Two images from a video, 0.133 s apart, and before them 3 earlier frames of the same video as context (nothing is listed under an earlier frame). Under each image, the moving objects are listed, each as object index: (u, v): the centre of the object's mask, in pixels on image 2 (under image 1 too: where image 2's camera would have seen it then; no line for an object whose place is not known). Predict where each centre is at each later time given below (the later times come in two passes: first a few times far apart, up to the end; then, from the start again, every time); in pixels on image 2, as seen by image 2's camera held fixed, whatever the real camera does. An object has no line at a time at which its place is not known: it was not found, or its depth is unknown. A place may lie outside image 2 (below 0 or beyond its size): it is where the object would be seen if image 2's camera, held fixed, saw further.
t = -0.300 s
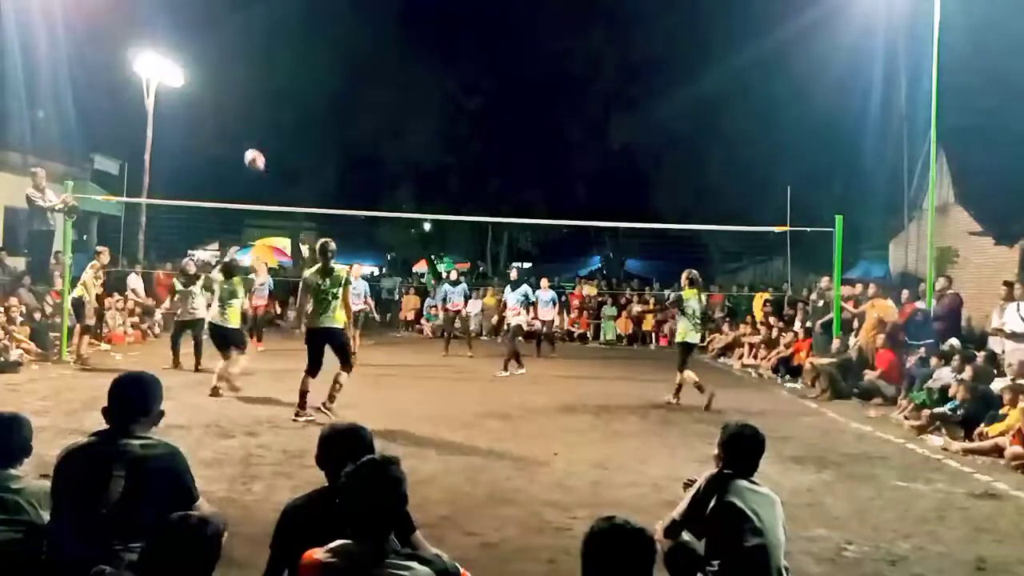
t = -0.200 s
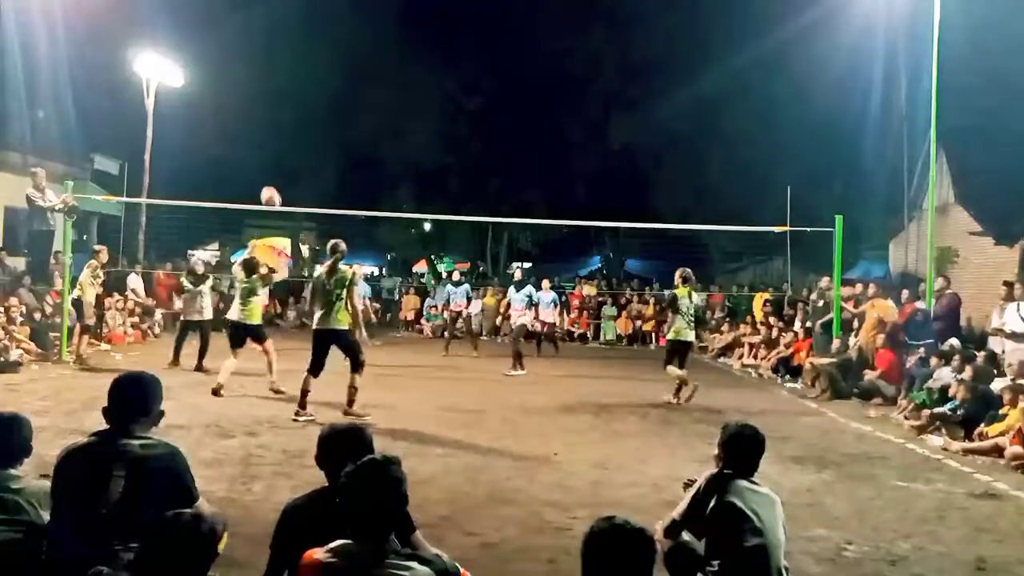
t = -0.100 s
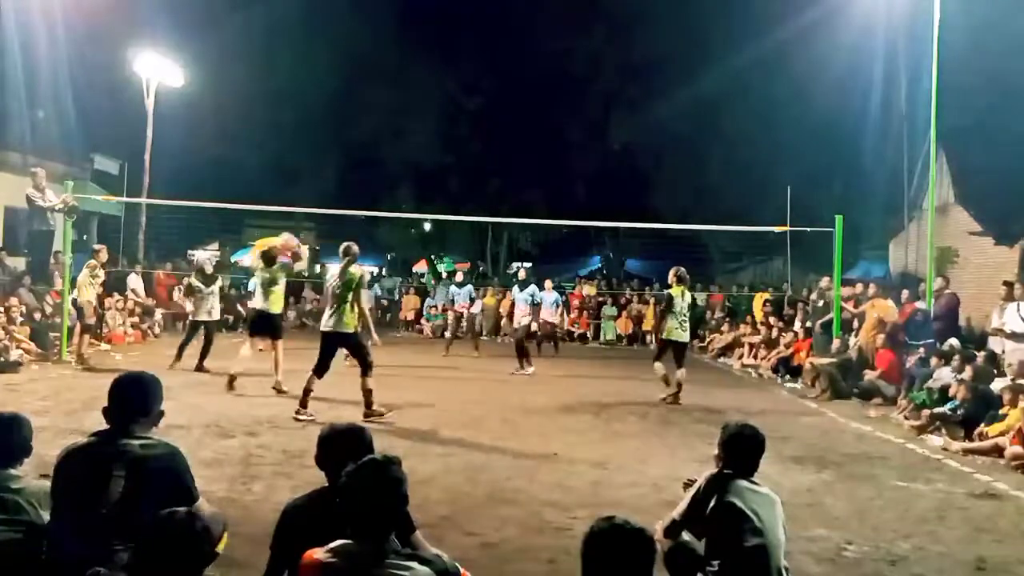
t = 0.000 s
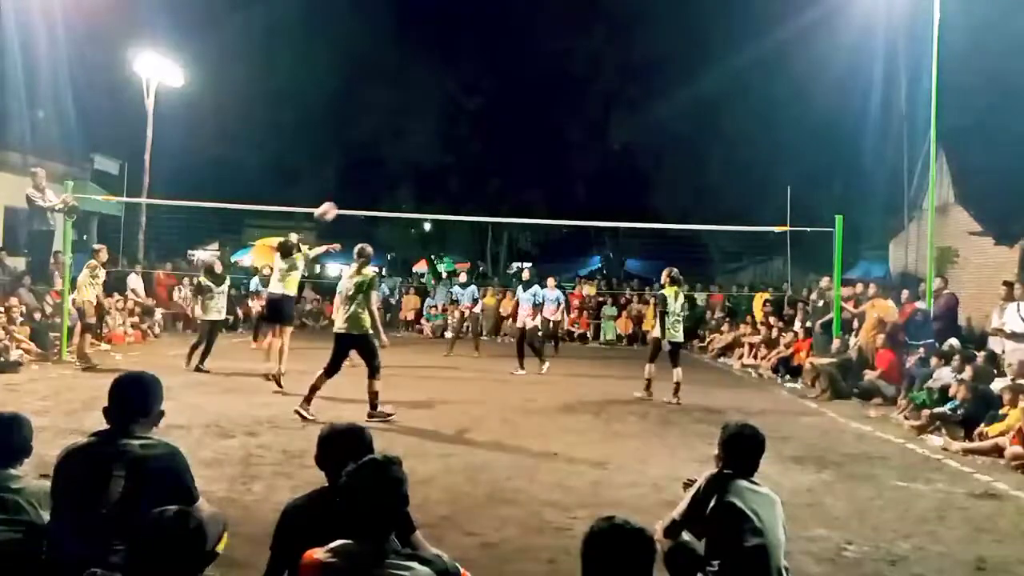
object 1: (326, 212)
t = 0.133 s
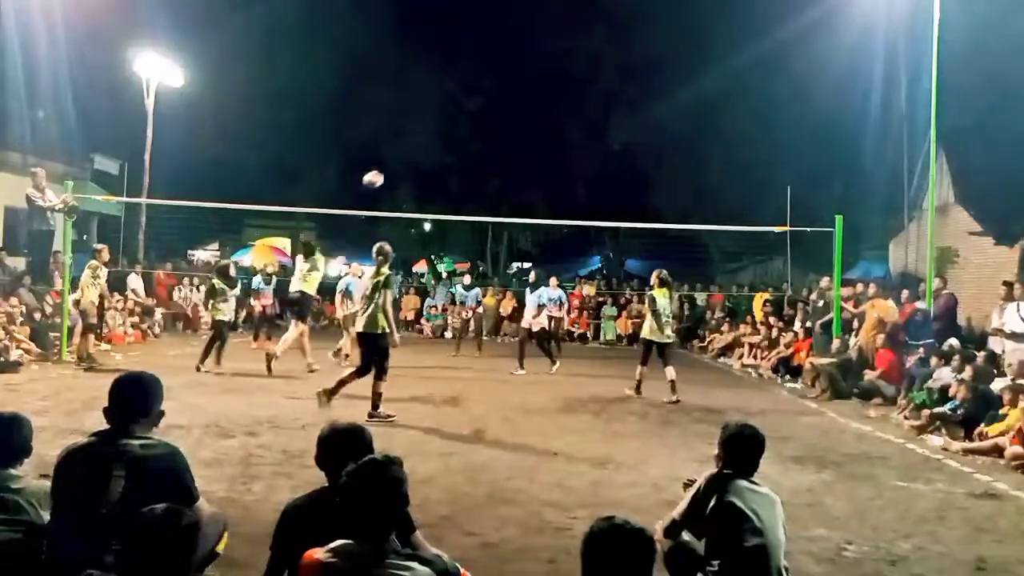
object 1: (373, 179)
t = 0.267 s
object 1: (410, 164)
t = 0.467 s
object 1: (454, 166)
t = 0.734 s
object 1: (496, 201)
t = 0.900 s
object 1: (517, 235)
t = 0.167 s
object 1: (383, 174)
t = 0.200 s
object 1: (392, 170)
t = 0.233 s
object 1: (402, 166)
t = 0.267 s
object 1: (410, 164)
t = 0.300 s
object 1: (419, 162)
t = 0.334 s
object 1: (426, 162)
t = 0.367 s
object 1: (434, 162)
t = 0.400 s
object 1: (441, 162)
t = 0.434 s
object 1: (447, 164)
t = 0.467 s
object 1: (454, 166)
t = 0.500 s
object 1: (460, 168)
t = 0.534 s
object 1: (465, 171)
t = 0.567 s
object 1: (471, 175)
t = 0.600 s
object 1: (477, 179)
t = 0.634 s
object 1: (482, 184)
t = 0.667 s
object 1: (487, 189)
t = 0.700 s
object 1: (491, 194)
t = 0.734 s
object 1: (496, 201)
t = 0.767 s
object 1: (501, 207)
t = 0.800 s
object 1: (505, 213)
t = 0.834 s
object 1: (509, 220)
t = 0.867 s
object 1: (513, 228)
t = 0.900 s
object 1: (517, 235)
